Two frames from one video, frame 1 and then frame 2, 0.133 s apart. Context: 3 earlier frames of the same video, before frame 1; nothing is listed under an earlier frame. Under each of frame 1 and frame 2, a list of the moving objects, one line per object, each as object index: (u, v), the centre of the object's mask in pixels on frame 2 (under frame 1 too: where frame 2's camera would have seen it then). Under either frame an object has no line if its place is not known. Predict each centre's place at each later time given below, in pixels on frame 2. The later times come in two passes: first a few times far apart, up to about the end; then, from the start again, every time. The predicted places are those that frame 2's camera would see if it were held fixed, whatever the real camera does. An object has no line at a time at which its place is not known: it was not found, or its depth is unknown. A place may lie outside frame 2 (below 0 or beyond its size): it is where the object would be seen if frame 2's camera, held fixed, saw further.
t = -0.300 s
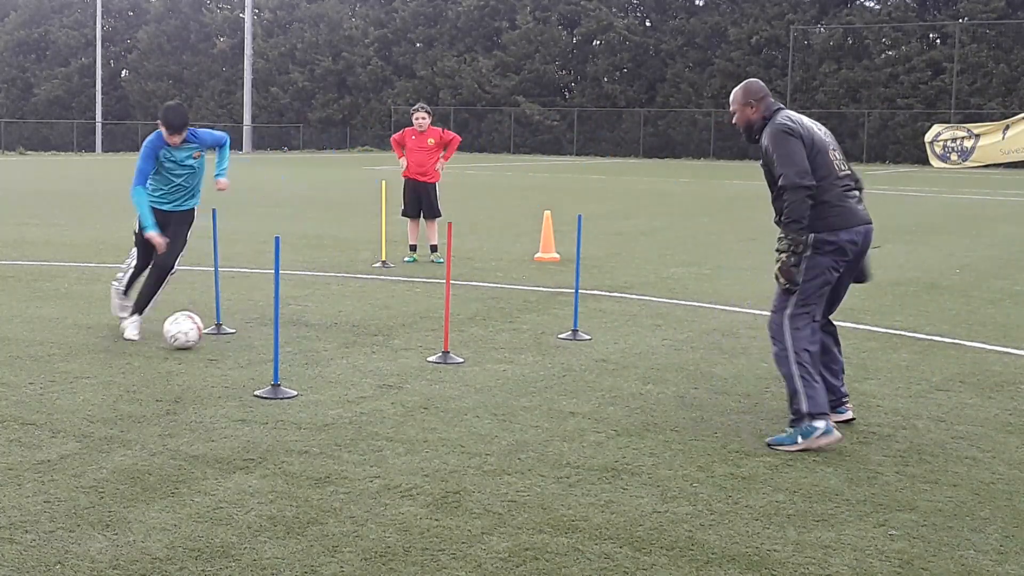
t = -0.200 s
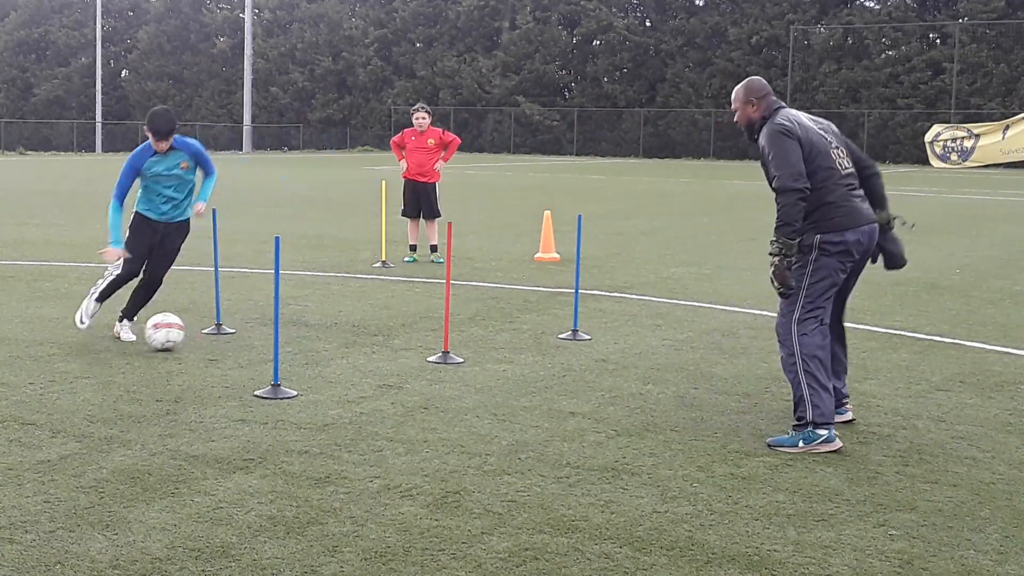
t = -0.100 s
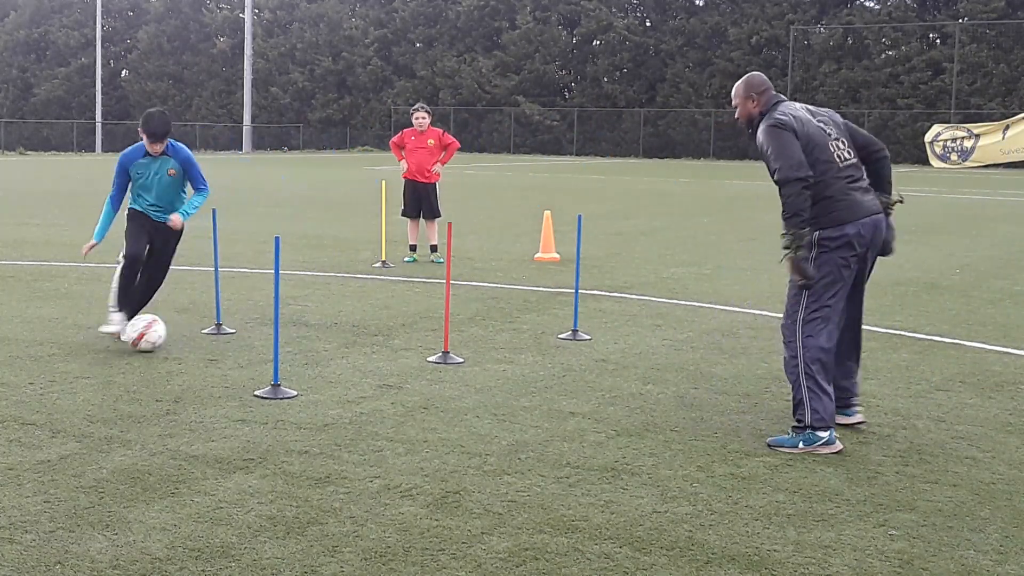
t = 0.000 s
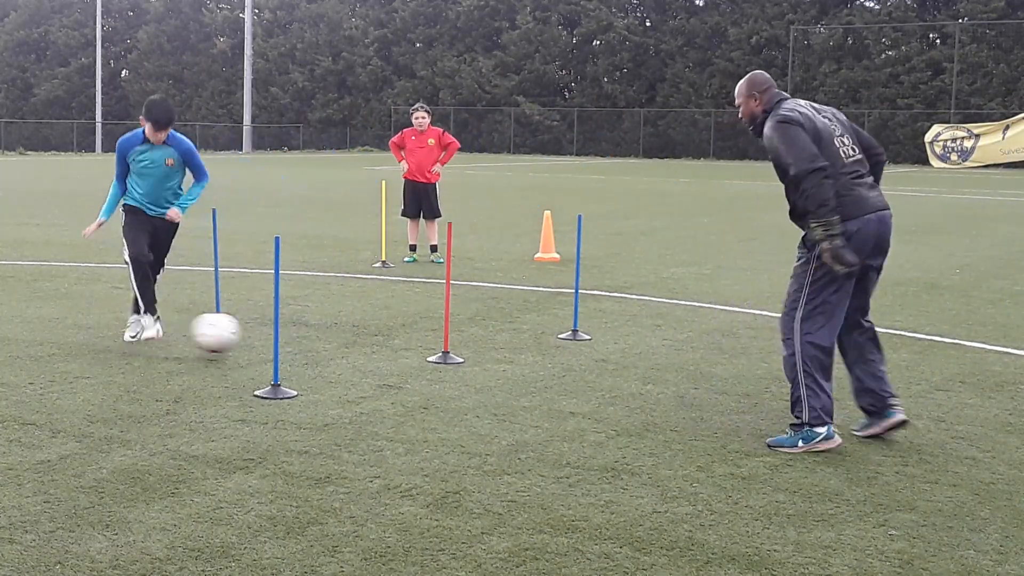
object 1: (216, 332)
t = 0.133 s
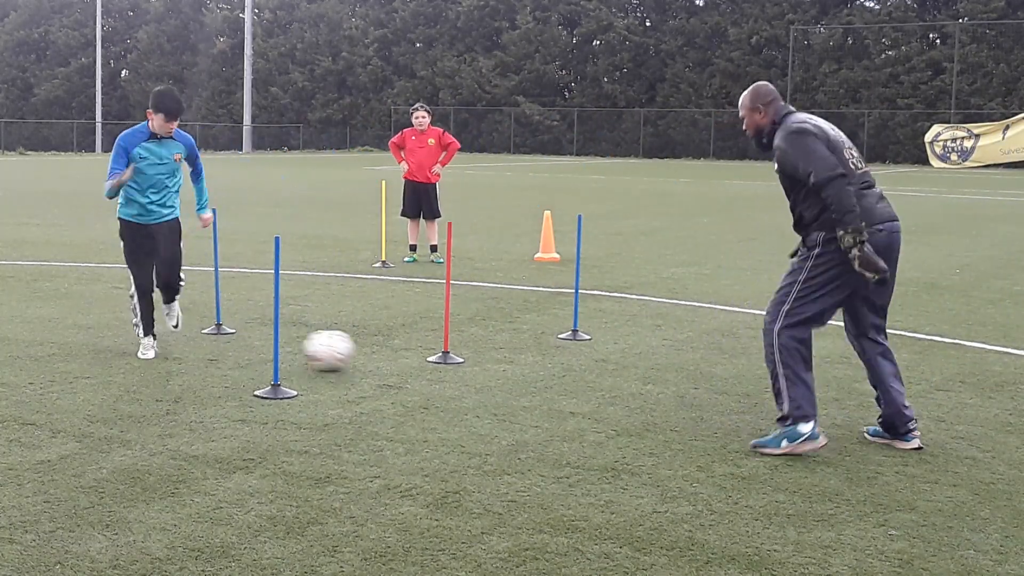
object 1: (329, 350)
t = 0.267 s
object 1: (434, 355)
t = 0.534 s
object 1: (623, 376)
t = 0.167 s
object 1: (356, 349)
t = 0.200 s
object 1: (382, 348)
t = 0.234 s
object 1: (406, 352)
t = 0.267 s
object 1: (434, 355)
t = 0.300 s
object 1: (463, 363)
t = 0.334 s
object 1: (485, 363)
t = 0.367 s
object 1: (507, 364)
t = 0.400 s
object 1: (531, 367)
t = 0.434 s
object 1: (554, 372)
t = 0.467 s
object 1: (578, 376)
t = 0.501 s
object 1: (601, 375)
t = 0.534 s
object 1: (623, 376)
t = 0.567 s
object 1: (648, 380)
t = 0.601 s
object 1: (671, 386)
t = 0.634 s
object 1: (695, 390)
